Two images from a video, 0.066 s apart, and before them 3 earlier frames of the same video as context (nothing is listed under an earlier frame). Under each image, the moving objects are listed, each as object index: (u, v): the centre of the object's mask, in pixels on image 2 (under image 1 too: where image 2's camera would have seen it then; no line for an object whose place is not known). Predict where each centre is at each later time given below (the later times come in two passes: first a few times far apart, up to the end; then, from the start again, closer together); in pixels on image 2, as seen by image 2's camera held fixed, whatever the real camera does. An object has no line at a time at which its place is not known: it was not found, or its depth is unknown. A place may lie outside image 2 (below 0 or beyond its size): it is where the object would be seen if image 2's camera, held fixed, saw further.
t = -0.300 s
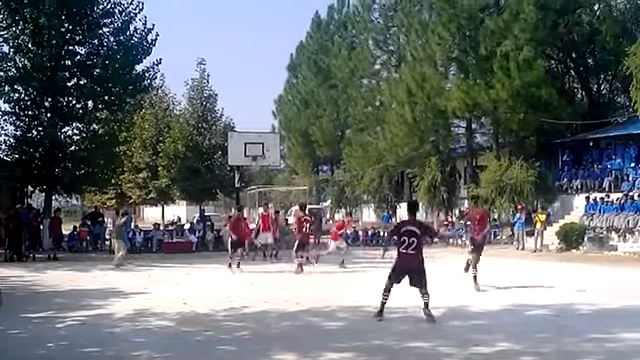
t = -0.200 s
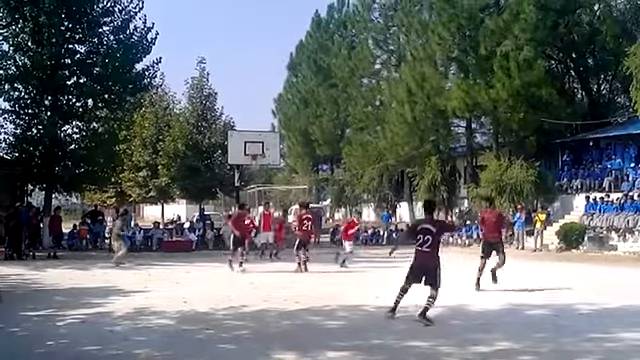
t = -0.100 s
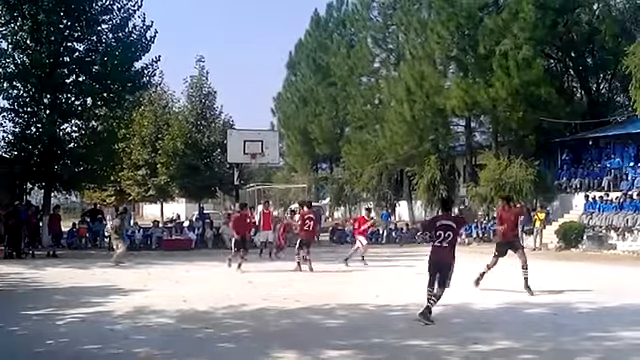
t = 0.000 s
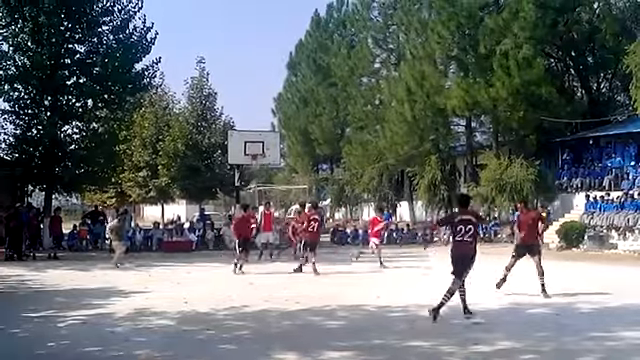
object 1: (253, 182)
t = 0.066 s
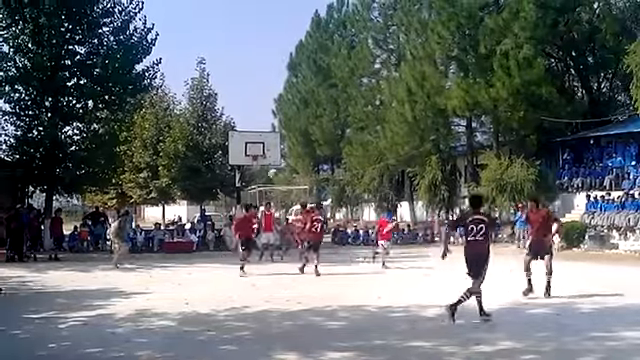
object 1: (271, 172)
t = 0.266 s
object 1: (332, 140)
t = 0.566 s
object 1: (442, 107)
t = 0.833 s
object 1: (563, 104)
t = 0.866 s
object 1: (581, 106)
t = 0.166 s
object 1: (302, 155)
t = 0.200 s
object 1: (310, 150)
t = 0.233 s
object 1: (321, 145)
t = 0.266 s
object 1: (332, 140)
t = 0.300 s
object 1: (343, 134)
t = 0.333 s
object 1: (355, 130)
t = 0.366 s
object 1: (365, 126)
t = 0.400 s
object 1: (378, 121)
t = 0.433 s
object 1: (389, 118)
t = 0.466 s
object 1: (402, 114)
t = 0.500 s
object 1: (416, 112)
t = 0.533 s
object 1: (428, 109)
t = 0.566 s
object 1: (442, 107)
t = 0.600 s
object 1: (455, 105)
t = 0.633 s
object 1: (470, 105)
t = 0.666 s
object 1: (484, 103)
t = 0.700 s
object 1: (497, 101)
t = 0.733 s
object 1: (514, 102)
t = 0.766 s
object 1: (529, 102)
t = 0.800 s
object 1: (546, 102)
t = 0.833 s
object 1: (563, 104)
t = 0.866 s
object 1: (581, 106)
